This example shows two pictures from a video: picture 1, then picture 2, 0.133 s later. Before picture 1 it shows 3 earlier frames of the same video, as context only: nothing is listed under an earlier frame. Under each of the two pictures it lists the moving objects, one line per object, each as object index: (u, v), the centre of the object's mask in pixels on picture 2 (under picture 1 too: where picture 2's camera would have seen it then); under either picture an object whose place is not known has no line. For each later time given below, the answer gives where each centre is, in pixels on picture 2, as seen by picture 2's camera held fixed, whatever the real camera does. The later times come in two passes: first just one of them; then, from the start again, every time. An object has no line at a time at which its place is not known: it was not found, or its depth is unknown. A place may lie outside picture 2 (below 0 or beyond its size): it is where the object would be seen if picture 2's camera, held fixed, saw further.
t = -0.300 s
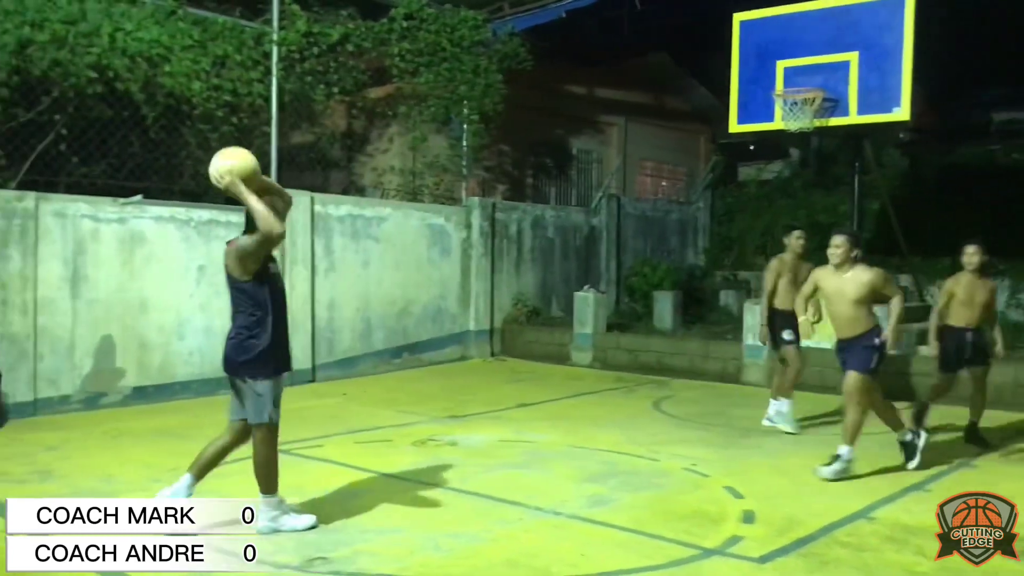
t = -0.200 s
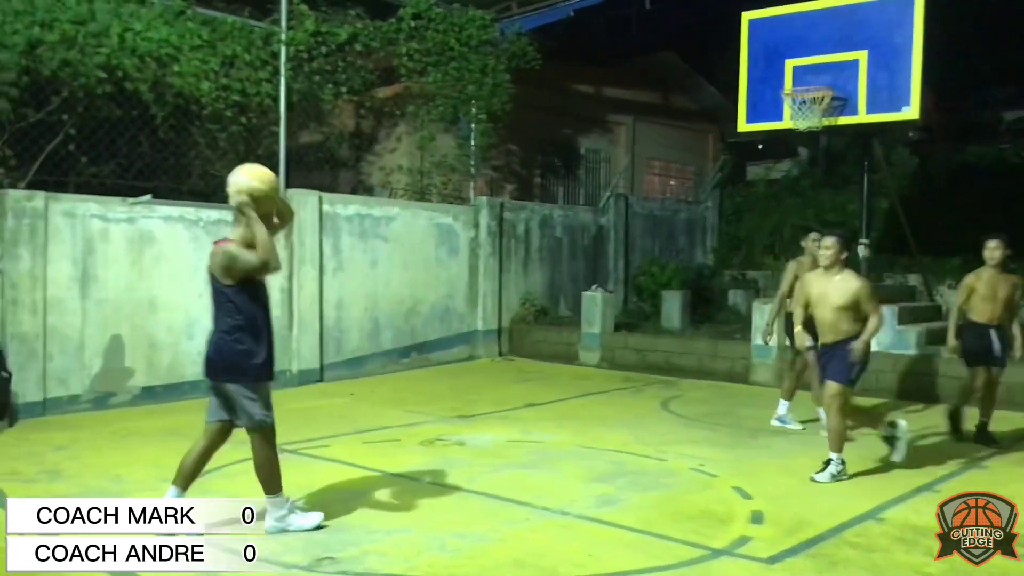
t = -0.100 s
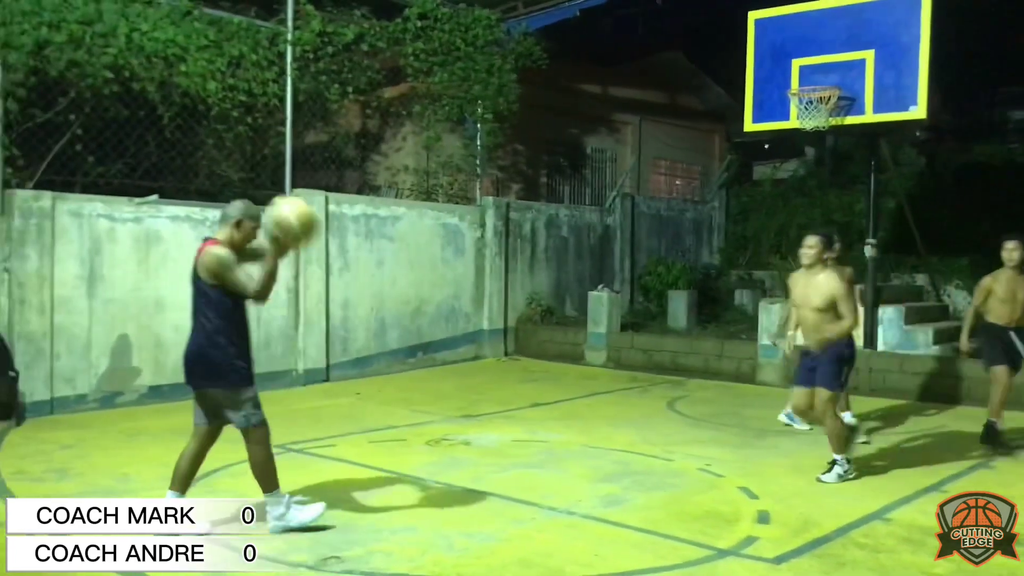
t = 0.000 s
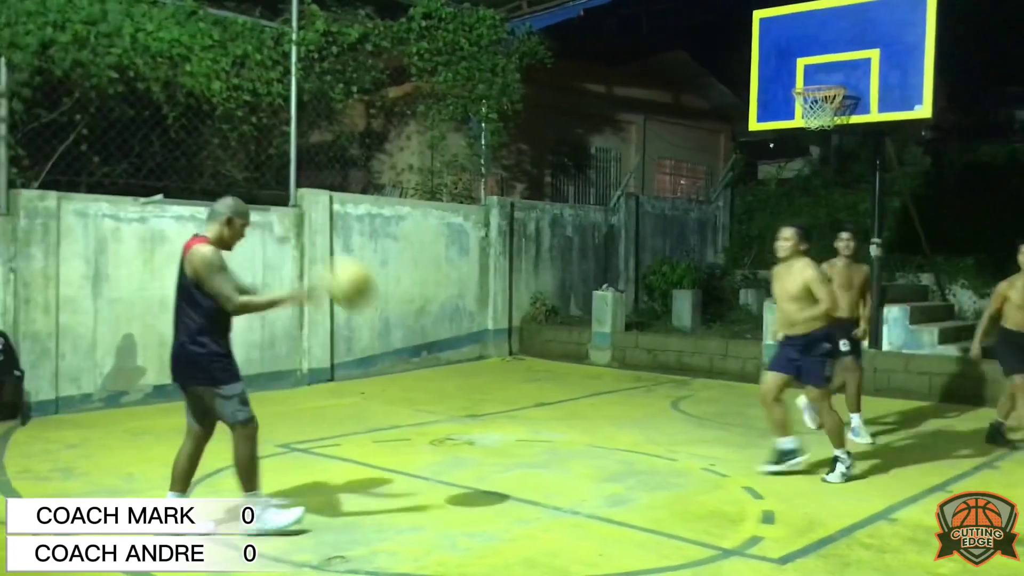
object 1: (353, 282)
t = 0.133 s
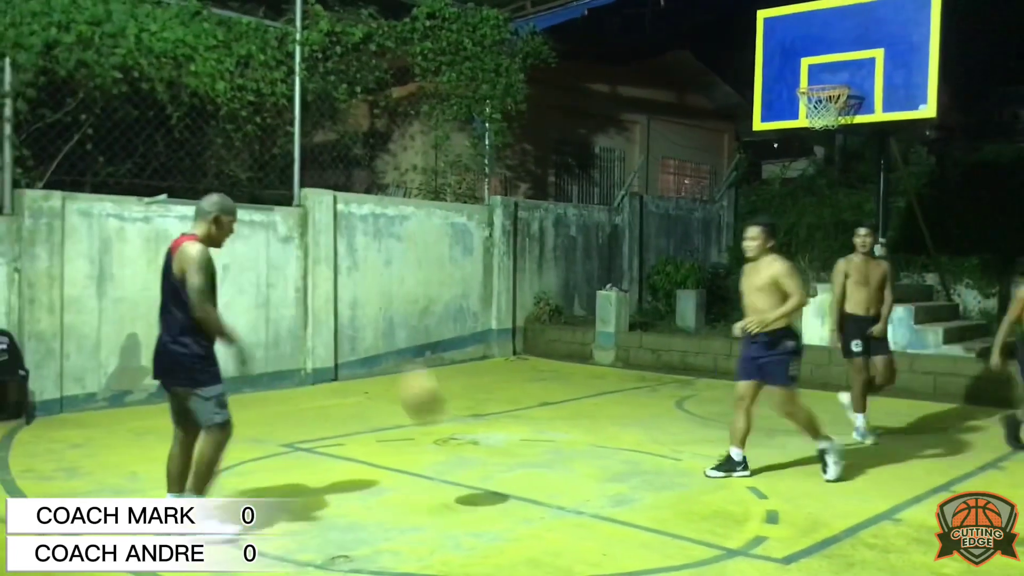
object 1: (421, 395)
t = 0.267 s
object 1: (476, 460)
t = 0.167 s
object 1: (436, 424)
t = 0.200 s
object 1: (451, 459)
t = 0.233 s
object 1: (464, 486)
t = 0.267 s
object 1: (476, 460)
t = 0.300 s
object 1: (486, 434)
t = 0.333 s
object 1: (496, 407)
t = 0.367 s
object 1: (506, 385)
